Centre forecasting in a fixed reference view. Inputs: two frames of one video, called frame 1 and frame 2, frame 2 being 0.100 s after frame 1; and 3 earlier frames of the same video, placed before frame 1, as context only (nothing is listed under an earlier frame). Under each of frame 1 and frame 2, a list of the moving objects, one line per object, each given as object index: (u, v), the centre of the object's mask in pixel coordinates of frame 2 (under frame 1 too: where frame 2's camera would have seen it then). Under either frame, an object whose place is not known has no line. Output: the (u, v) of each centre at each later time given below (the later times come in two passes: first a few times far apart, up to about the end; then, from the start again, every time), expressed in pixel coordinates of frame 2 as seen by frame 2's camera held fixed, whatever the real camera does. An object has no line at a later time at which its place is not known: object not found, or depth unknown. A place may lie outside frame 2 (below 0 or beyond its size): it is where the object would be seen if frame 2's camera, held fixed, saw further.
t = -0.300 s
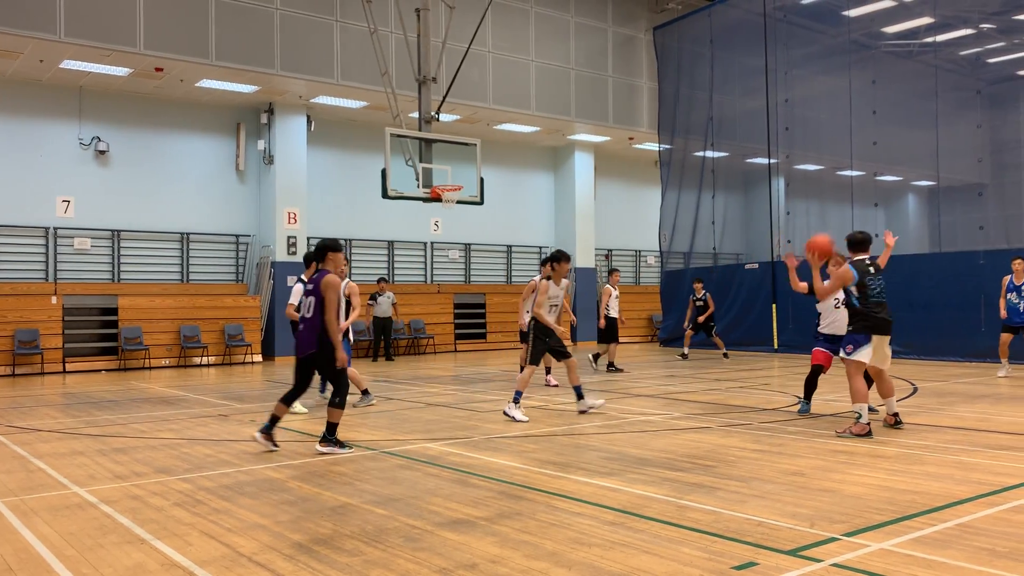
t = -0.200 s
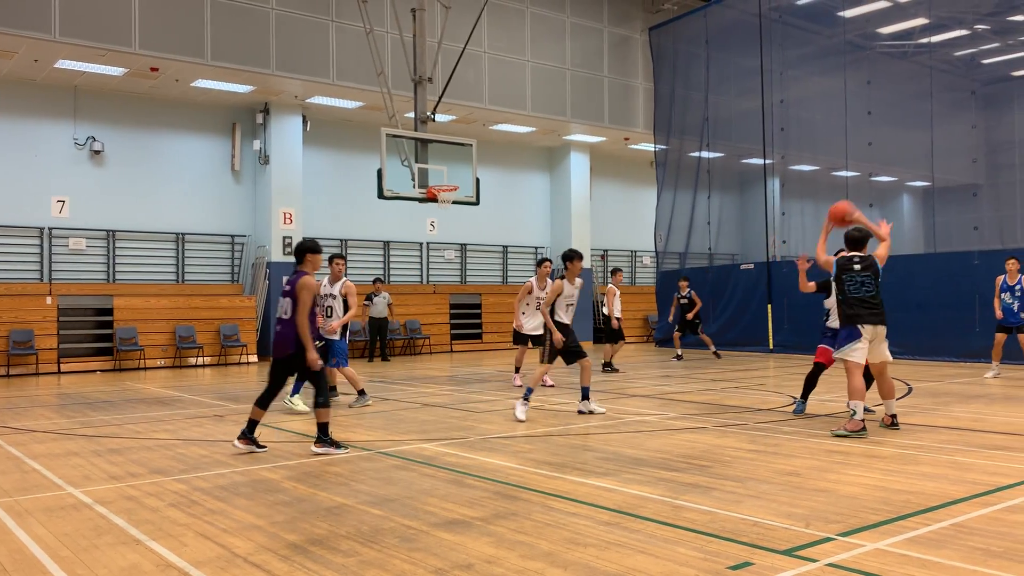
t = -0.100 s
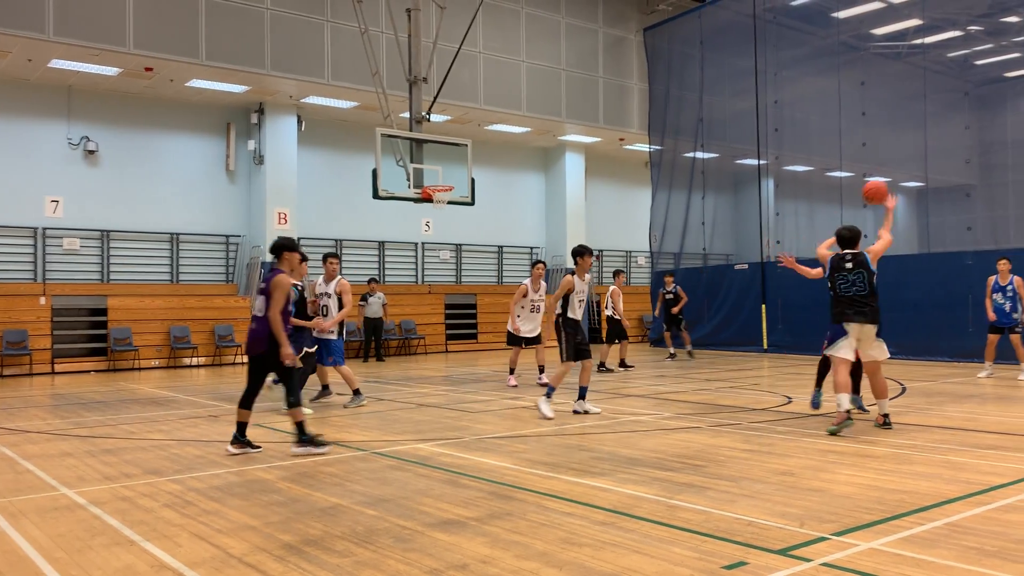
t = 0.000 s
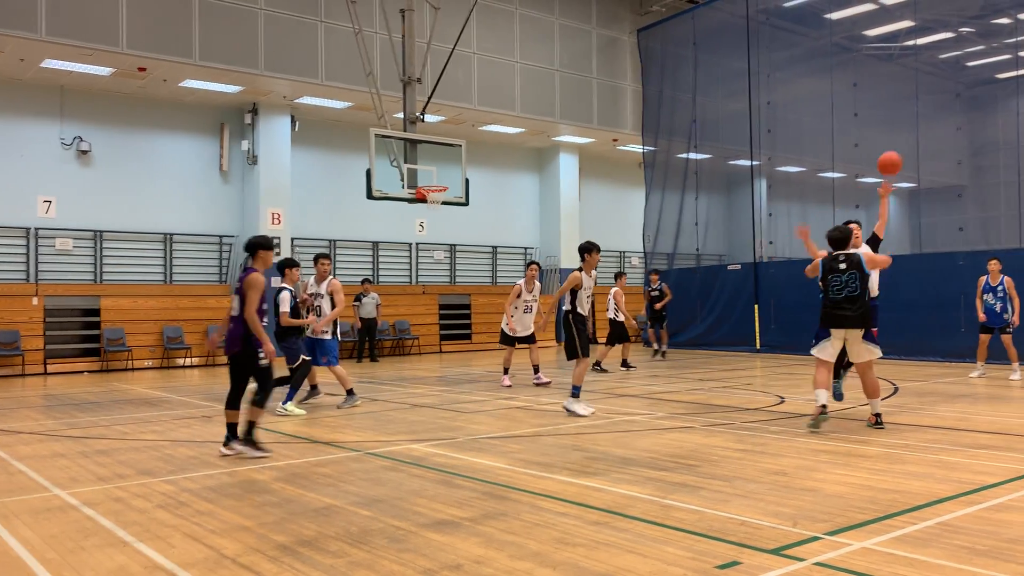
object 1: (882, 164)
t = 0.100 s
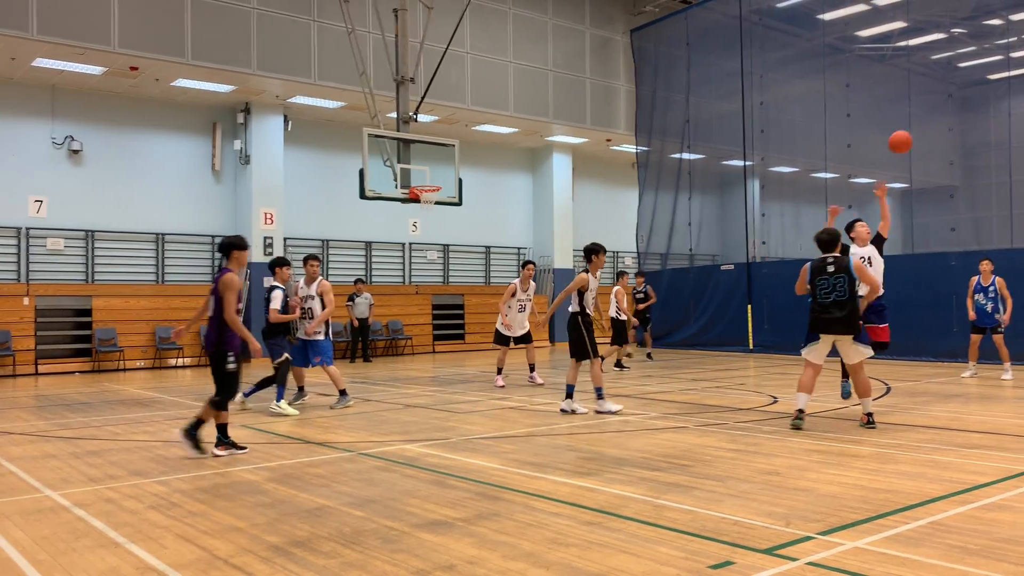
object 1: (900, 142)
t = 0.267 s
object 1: (929, 128)
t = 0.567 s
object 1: (973, 161)
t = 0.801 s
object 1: (1006, 231)
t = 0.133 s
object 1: (906, 137)
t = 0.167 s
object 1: (912, 133)
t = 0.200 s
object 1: (918, 130)
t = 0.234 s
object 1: (923, 129)
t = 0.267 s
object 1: (929, 128)
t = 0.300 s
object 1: (933, 128)
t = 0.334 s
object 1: (939, 129)
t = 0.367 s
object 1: (944, 131)
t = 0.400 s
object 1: (949, 134)
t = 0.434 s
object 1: (954, 138)
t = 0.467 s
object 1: (959, 143)
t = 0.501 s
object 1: (964, 148)
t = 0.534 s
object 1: (969, 154)
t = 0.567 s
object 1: (973, 161)
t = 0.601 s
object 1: (978, 169)
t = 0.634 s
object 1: (983, 177)
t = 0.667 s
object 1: (988, 186)
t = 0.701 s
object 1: (993, 197)
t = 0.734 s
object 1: (998, 207)
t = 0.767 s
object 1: (1002, 218)
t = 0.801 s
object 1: (1006, 231)
